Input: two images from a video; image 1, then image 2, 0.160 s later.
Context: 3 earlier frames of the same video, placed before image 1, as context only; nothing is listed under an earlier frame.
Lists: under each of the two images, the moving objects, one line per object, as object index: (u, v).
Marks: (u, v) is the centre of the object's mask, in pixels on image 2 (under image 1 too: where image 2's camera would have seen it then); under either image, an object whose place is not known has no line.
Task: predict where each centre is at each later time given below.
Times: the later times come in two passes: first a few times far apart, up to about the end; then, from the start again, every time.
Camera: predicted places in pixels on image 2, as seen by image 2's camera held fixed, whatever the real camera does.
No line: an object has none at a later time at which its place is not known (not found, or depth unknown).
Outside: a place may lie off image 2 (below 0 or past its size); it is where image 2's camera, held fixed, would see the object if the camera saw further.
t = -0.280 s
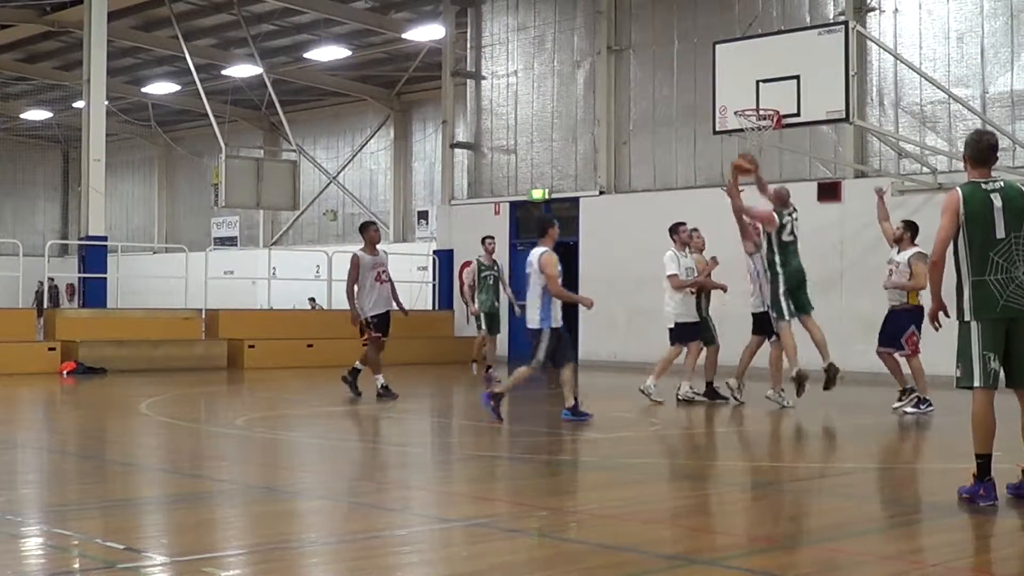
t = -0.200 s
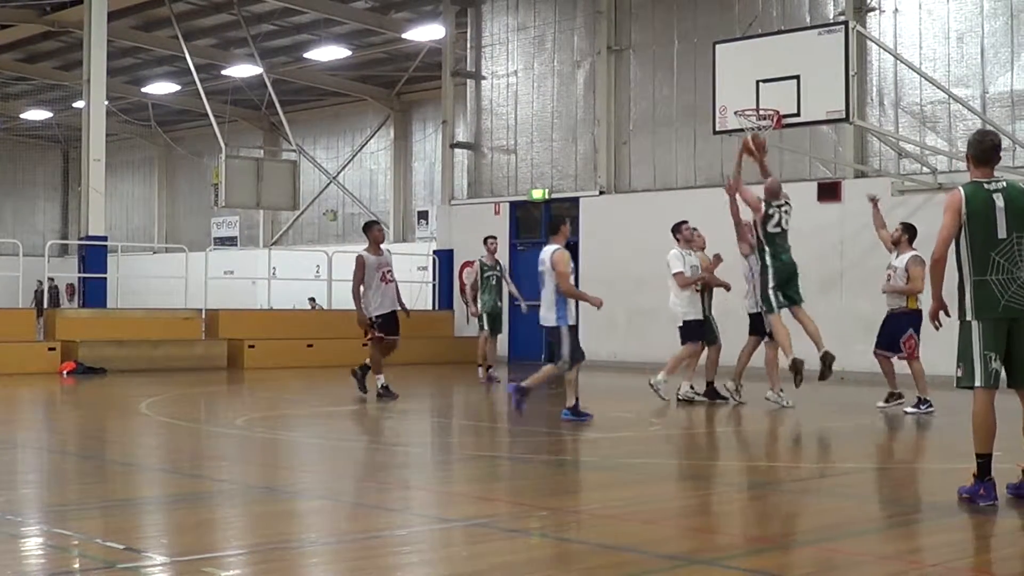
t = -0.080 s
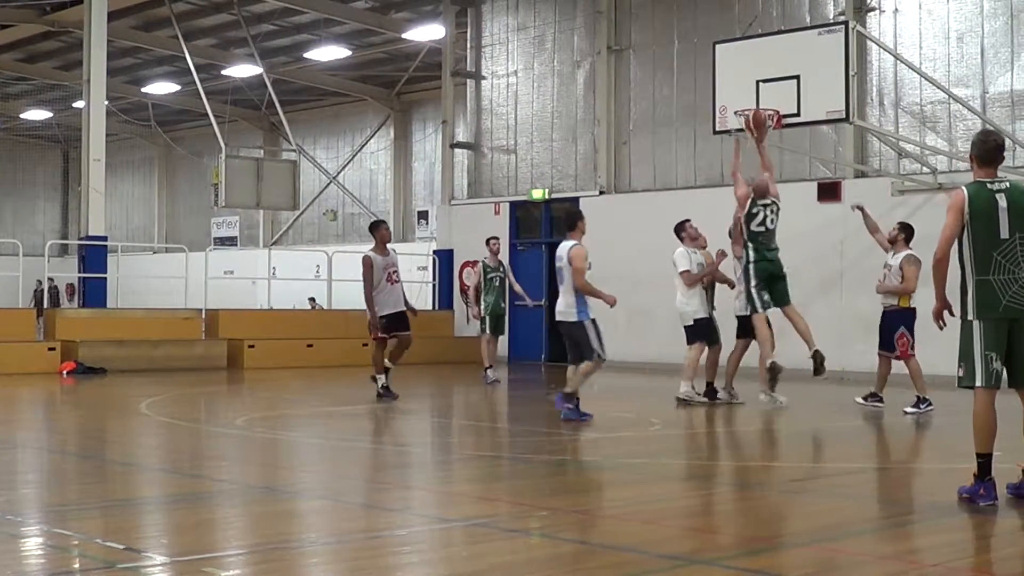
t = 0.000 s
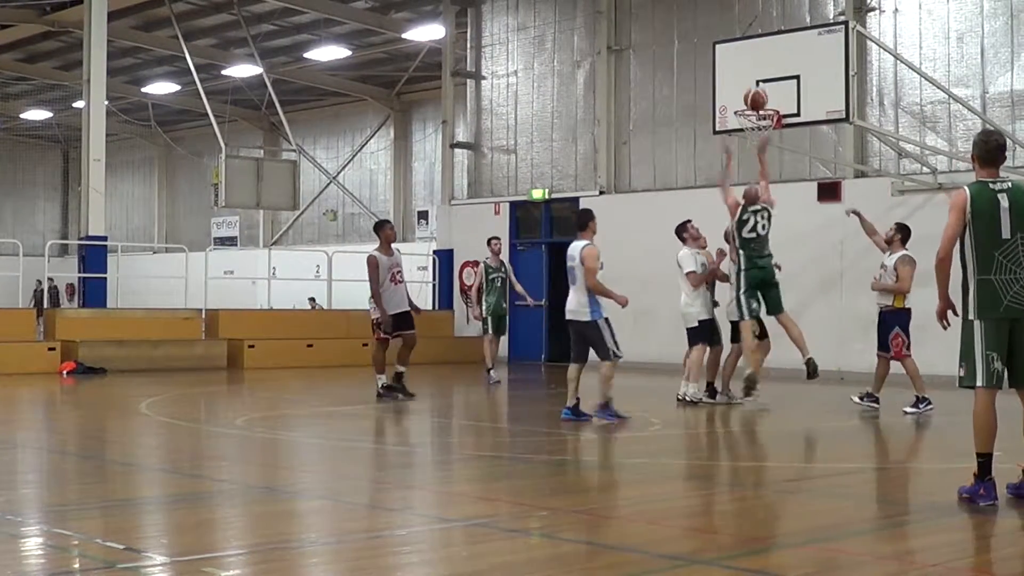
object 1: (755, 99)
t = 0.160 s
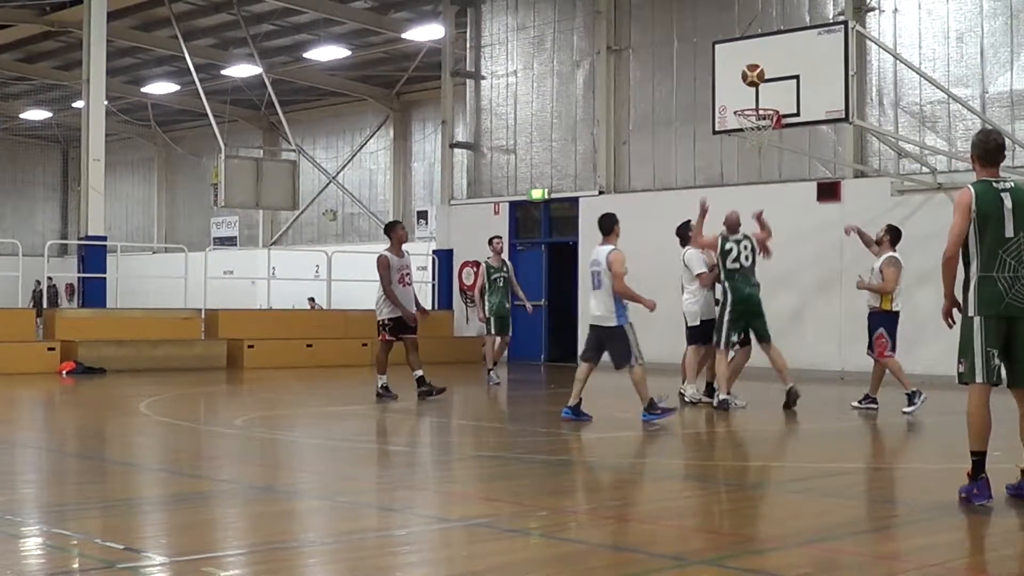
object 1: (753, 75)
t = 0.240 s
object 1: (752, 73)
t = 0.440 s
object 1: (750, 93)
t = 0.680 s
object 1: (754, 107)
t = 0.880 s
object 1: (760, 119)
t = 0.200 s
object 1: (752, 73)
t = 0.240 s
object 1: (752, 73)
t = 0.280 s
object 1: (751, 74)
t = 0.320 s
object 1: (751, 77)
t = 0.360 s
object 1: (750, 81)
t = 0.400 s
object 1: (750, 86)
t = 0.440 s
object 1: (750, 93)
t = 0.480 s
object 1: (749, 101)
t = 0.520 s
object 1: (749, 107)
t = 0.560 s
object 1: (756, 104)
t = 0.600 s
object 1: (764, 109)
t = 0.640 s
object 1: (762, 109)
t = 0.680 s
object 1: (754, 107)
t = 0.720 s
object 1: (747, 109)
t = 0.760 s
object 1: (747, 110)
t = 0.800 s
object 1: (753, 111)
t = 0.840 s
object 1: (756, 114)
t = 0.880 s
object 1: (760, 119)
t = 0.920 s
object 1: (761, 121)
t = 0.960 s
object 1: (764, 121)
